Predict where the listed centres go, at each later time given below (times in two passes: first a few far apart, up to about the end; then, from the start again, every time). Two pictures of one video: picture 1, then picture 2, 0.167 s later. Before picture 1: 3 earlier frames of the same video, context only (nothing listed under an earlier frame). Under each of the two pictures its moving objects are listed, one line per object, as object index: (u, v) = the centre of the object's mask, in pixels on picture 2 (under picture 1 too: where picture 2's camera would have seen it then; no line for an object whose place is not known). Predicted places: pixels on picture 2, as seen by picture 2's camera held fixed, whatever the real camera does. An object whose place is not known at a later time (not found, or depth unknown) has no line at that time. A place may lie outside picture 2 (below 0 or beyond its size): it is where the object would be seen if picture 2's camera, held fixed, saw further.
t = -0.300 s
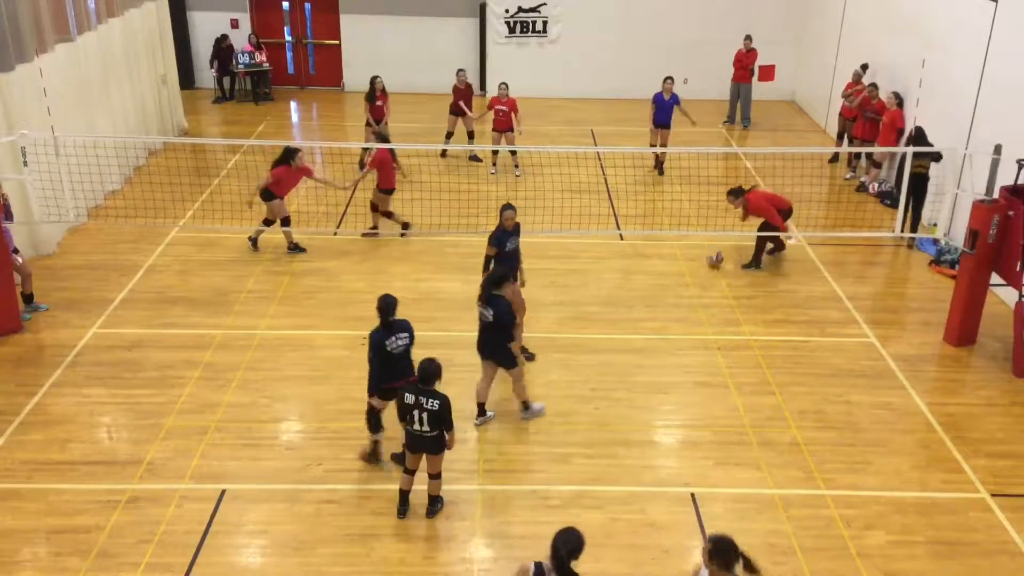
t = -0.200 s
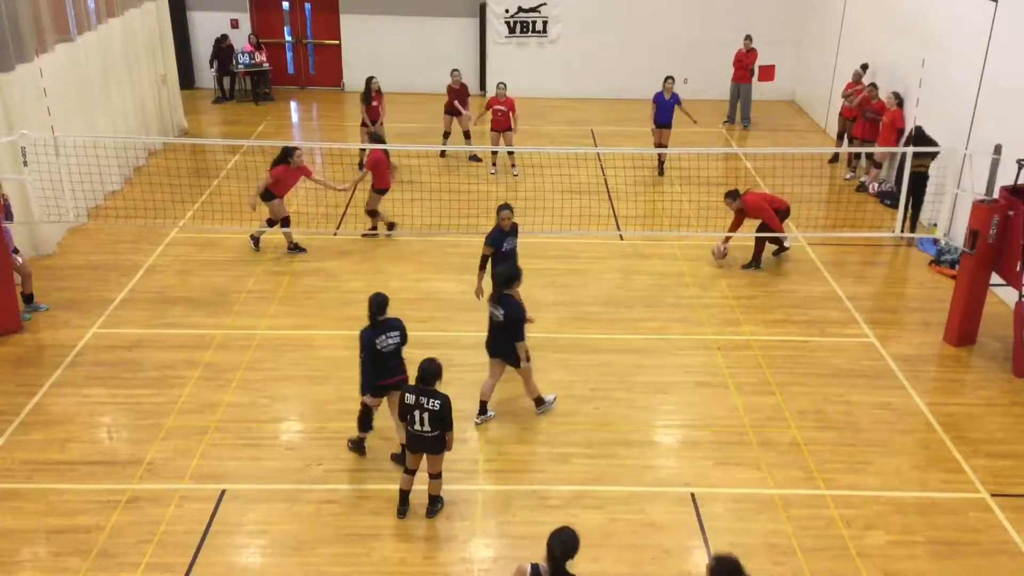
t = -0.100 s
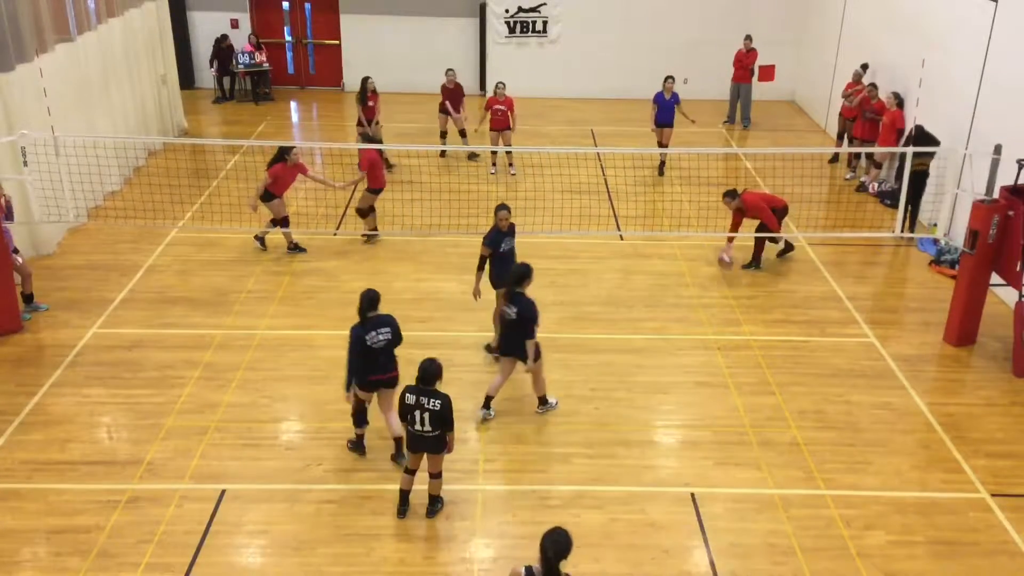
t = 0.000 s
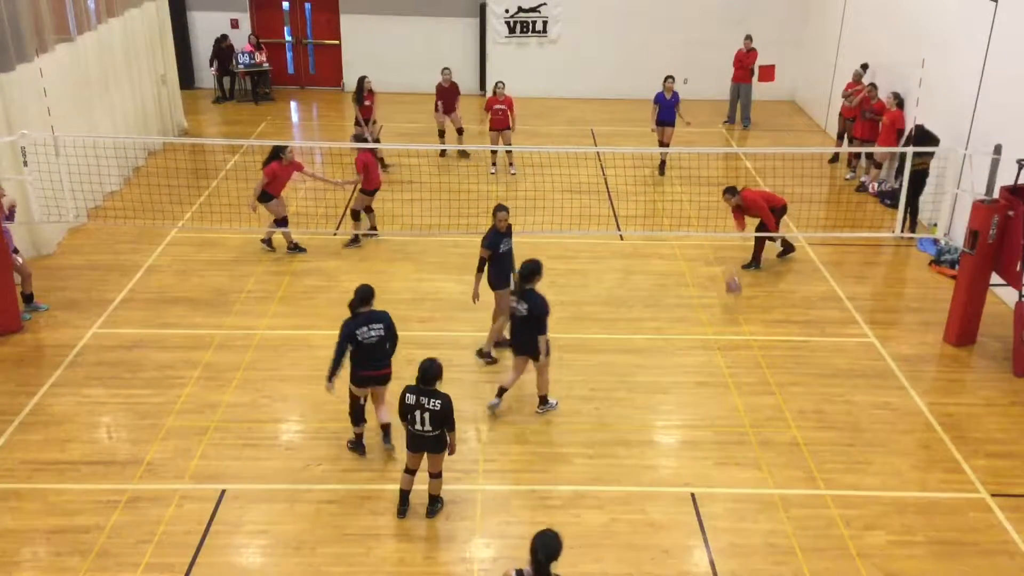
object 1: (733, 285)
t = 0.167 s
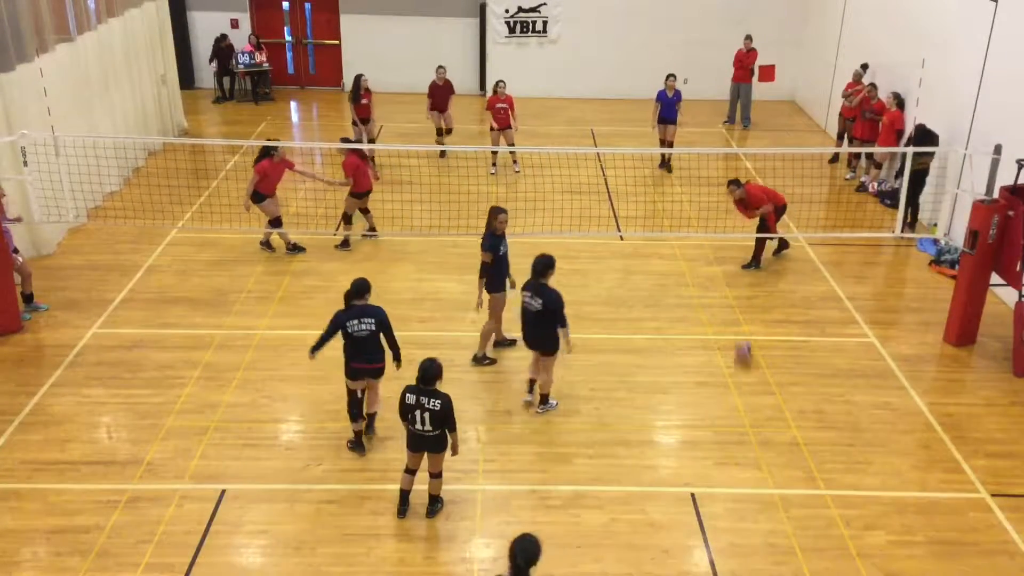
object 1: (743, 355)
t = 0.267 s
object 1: (752, 377)
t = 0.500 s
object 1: (774, 455)
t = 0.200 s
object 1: (746, 367)
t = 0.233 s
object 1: (749, 373)
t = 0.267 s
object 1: (752, 377)
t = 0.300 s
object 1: (756, 384)
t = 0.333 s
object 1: (759, 392)
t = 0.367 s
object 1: (762, 401)
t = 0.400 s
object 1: (764, 411)
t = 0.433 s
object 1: (767, 423)
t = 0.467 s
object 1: (770, 438)
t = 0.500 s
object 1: (774, 455)
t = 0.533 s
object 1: (778, 472)
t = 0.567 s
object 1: (781, 483)
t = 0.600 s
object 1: (786, 489)
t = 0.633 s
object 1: (789, 494)
